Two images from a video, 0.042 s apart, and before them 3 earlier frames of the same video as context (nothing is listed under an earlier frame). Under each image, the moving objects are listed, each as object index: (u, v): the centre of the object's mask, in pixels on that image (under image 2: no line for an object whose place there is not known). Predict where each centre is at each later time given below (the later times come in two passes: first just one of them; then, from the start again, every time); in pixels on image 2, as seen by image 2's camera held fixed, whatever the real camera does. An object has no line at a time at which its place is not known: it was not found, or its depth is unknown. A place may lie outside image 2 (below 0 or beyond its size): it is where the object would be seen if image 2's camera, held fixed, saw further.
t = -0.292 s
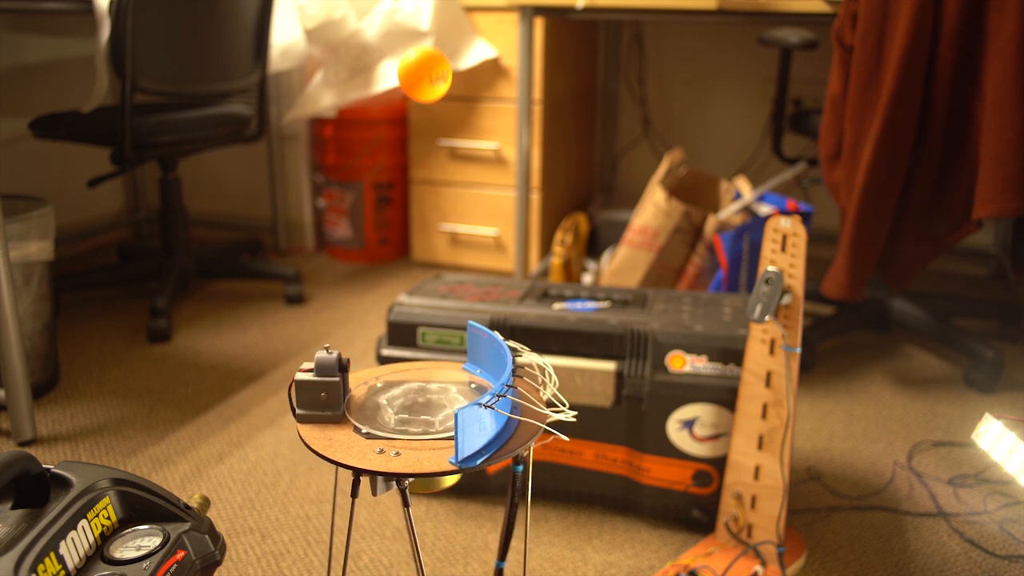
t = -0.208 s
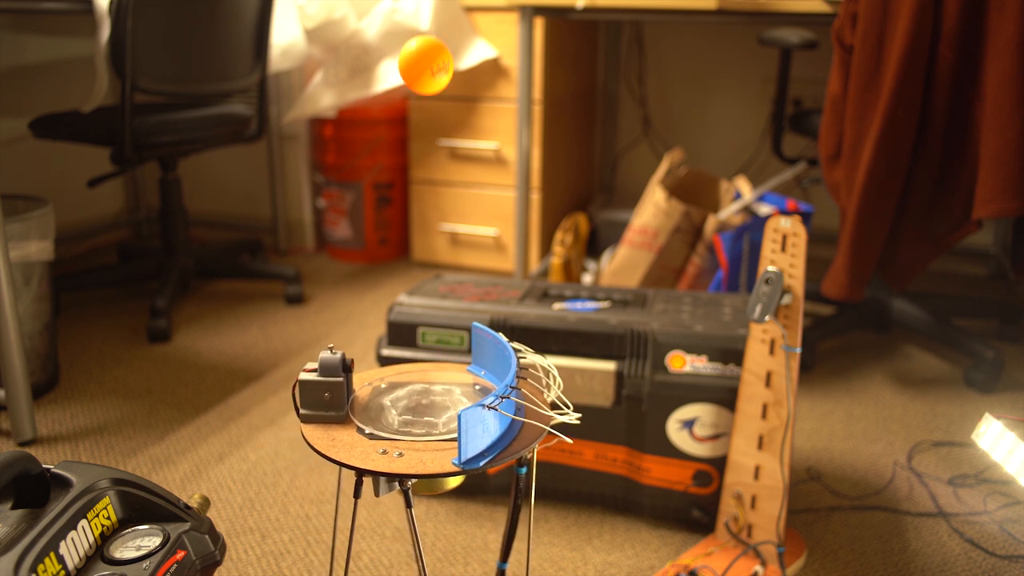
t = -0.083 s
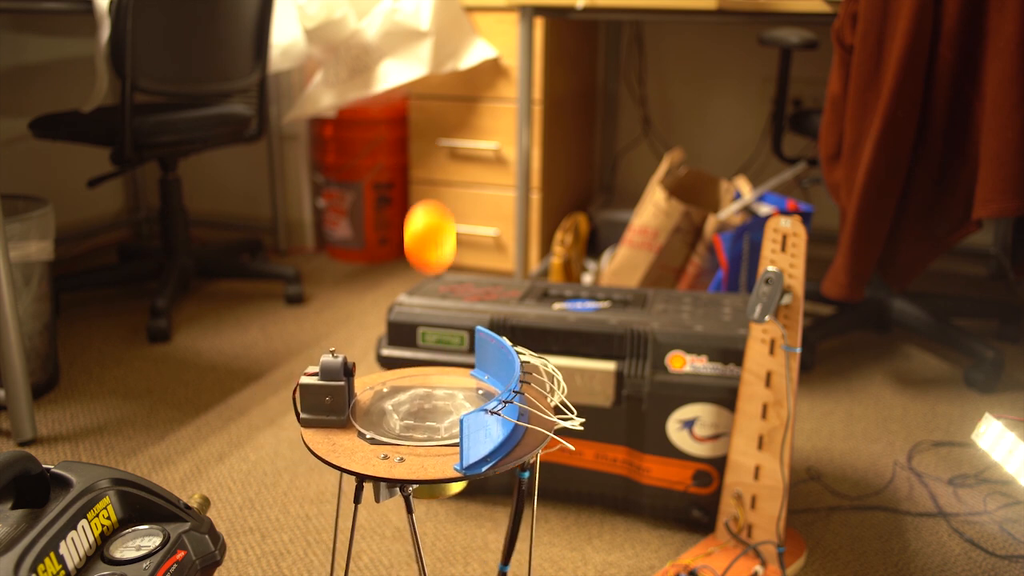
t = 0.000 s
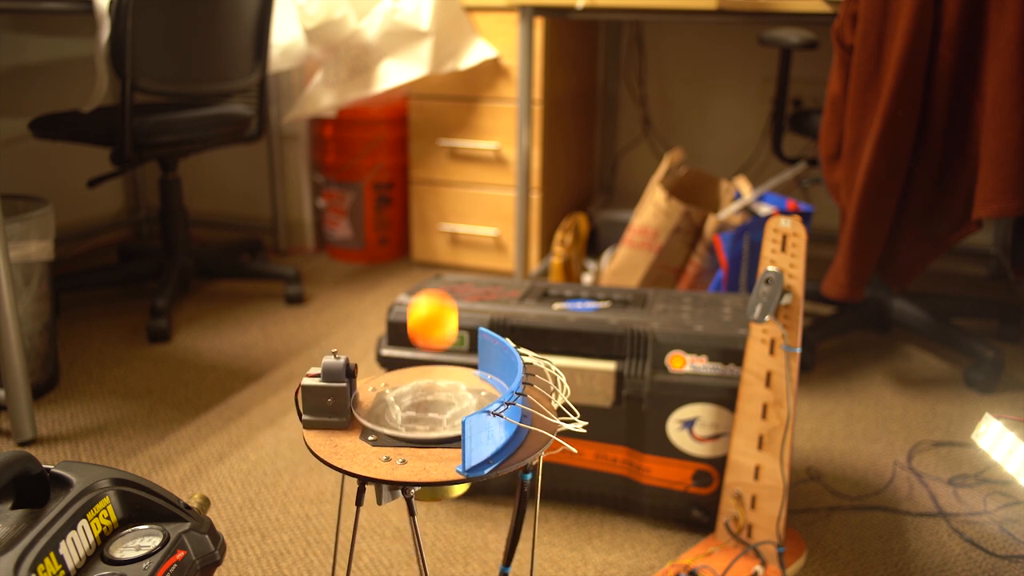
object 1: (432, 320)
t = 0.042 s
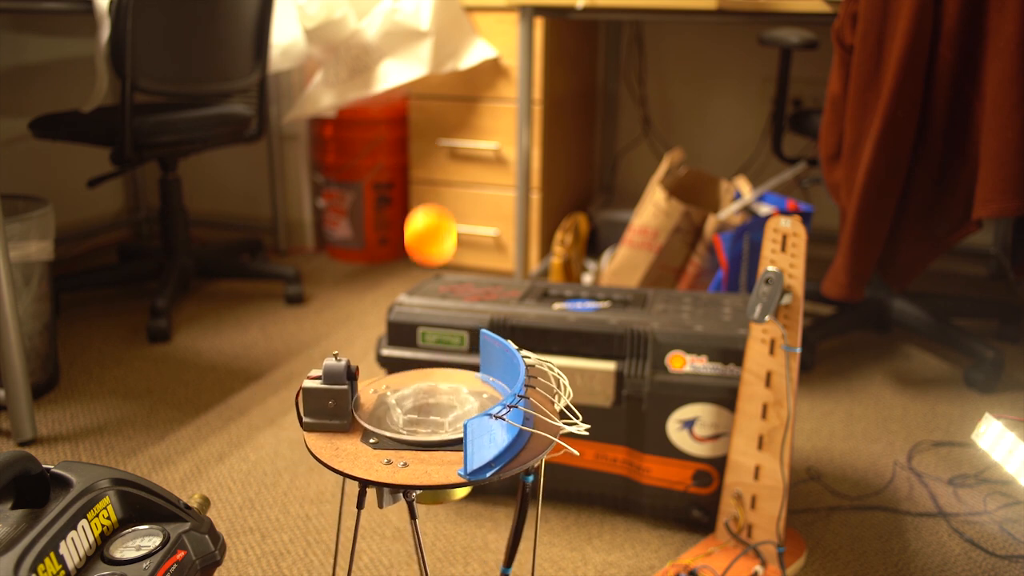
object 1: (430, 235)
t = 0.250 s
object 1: (427, 70)
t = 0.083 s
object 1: (429, 163)
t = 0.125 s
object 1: (428, 108)
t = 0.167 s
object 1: (427, 73)
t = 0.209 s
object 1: (427, 59)
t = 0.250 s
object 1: (427, 70)
